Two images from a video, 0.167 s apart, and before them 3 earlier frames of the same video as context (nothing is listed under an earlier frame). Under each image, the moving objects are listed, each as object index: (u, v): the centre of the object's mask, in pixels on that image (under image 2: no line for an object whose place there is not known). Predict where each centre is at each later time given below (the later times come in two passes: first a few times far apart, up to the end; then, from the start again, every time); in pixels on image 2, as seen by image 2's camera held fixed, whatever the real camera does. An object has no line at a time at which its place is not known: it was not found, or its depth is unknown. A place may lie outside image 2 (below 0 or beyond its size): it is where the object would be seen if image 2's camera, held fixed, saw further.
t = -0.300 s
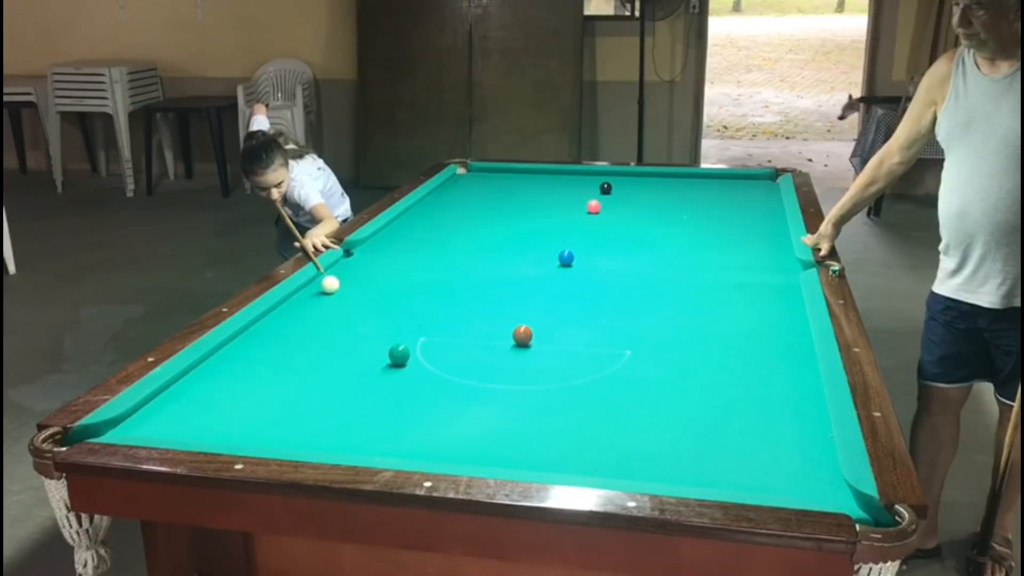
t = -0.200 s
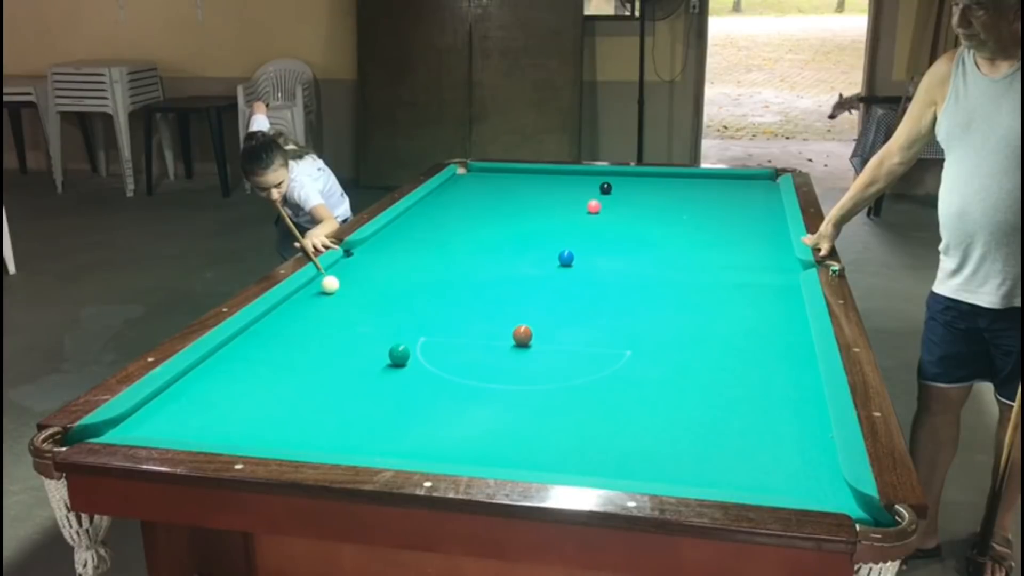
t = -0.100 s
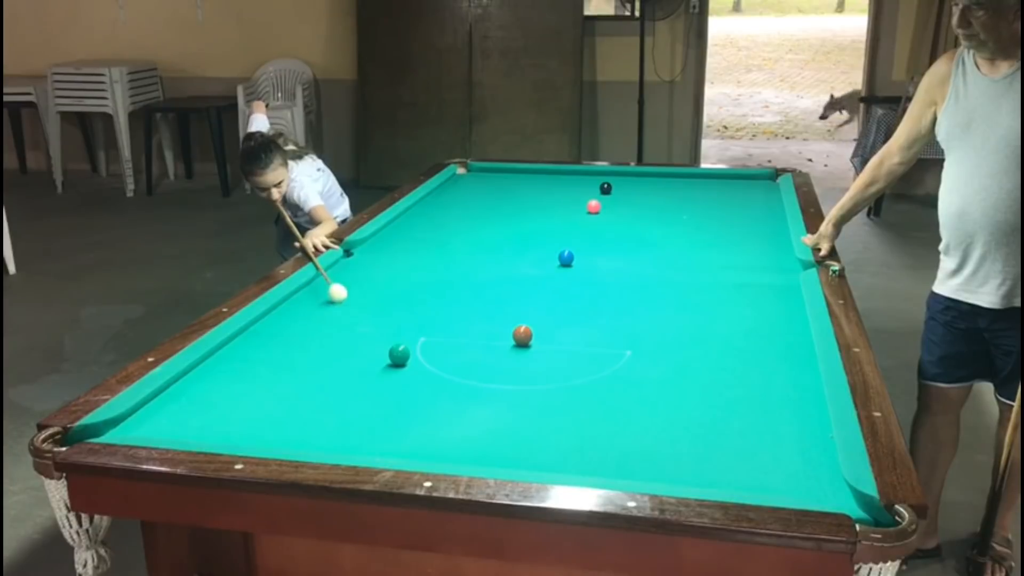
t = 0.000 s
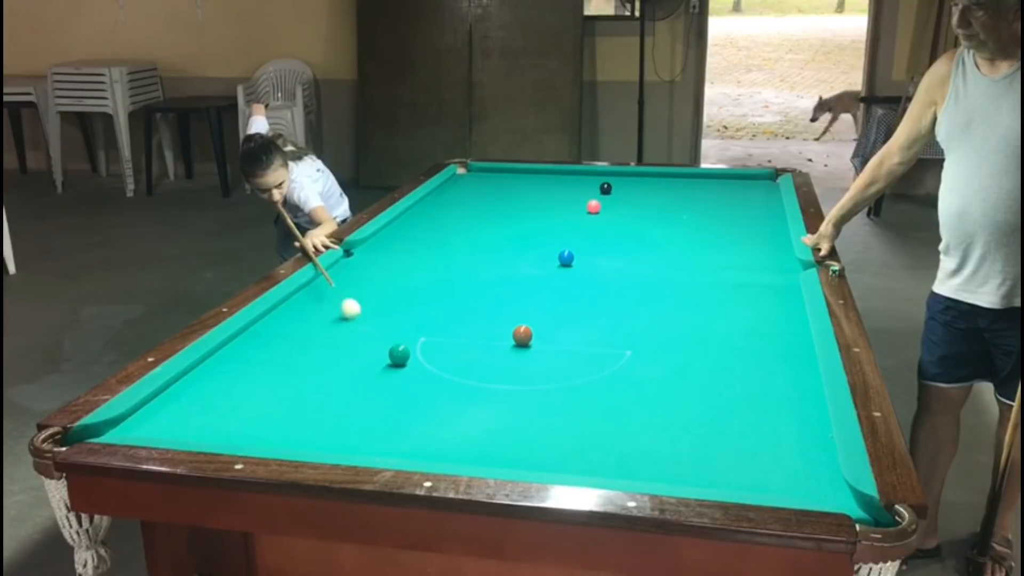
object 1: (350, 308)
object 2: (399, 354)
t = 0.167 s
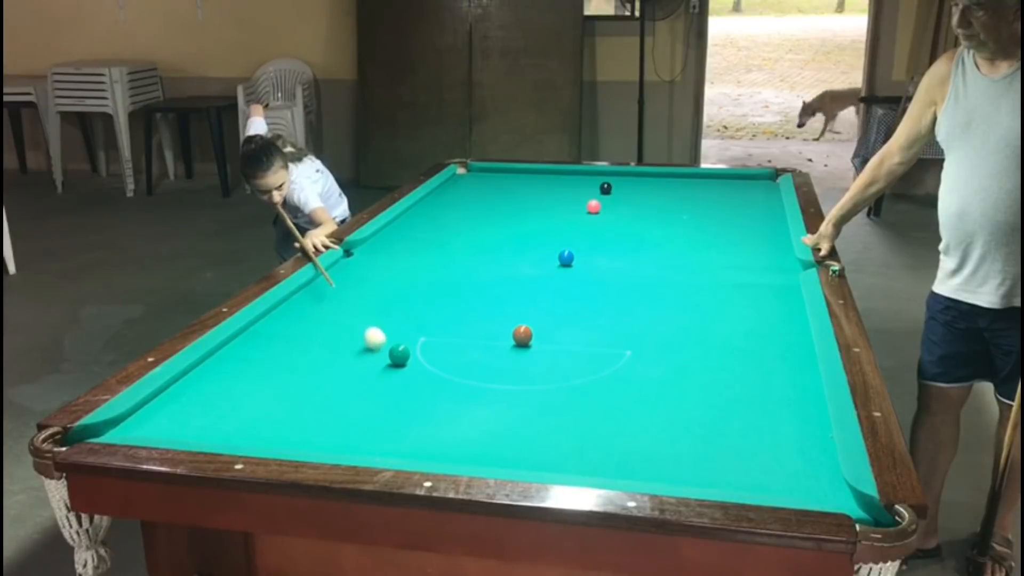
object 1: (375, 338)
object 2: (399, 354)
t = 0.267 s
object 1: (374, 353)
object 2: (413, 360)
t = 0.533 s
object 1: (335, 385)
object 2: (478, 380)
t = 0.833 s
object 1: (287, 425)
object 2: (553, 405)
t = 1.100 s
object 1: (268, 434)
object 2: (623, 427)
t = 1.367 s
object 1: (286, 409)
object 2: (696, 451)
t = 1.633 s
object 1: (299, 388)
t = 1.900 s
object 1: (310, 370)
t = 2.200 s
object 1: (320, 354)
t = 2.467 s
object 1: (327, 342)
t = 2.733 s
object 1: (333, 331)
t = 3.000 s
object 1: (337, 323)
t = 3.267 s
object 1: (341, 315)
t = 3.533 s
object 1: (344, 309)
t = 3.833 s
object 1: (346, 304)
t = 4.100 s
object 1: (348, 300)
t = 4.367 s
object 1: (350, 298)
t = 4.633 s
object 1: (351, 296)
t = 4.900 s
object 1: (352, 296)
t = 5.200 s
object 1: (351, 296)
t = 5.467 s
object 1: (351, 296)
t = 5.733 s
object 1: (351, 296)
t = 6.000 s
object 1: (351, 296)
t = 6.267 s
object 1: (351, 296)
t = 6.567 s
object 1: (351, 296)
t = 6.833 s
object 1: (351, 296)
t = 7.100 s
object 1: (351, 296)
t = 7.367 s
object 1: (351, 296)
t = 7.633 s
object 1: (351, 296)
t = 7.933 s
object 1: (351, 296)
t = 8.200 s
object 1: (351, 296)
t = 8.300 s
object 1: (351, 296)
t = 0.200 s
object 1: (380, 345)
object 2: (399, 355)
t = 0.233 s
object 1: (381, 350)
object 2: (402, 356)
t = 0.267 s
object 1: (374, 353)
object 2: (413, 360)
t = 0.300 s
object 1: (368, 357)
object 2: (422, 362)
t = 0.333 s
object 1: (363, 360)
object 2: (431, 365)
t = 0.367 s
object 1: (359, 364)
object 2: (439, 368)
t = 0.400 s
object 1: (354, 368)
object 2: (447, 370)
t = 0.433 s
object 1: (349, 372)
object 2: (454, 372)
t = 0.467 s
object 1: (345, 376)
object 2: (462, 375)
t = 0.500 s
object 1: (340, 380)
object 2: (470, 377)
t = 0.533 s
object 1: (335, 385)
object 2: (478, 380)
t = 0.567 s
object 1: (330, 389)
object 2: (486, 383)
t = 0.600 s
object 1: (325, 393)
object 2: (494, 385)
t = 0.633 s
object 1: (319, 397)
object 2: (502, 388)
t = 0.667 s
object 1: (314, 402)
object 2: (511, 391)
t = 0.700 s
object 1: (309, 406)
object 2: (519, 393)
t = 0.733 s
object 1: (304, 411)
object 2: (527, 396)
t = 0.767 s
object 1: (298, 415)
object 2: (536, 399)
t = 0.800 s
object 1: (293, 420)
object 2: (544, 402)
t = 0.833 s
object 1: (287, 425)
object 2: (553, 405)
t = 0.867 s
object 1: (281, 429)
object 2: (561, 407)
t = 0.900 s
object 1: (276, 433)
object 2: (570, 410)
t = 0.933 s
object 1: (270, 436)
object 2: (578, 413)
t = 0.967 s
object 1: (265, 439)
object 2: (587, 416)
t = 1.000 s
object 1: (262, 440)
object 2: (596, 419)
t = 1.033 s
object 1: (264, 437)
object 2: (605, 421)
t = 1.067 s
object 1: (266, 436)
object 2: (614, 425)
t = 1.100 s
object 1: (268, 434)
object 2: (623, 427)
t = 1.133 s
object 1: (271, 431)
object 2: (632, 430)
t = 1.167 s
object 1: (273, 427)
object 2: (640, 433)
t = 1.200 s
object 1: (275, 424)
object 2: (650, 436)
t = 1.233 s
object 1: (277, 421)
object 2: (659, 439)
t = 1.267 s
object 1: (280, 418)
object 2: (668, 442)
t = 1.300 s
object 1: (282, 415)
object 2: (677, 445)
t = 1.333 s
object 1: (284, 412)
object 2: (687, 448)
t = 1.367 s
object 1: (286, 409)
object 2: (696, 451)
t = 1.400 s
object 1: (288, 406)
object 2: (706, 454)
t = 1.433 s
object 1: (289, 403)
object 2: (715, 457)
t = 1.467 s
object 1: (292, 401)
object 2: (725, 460)
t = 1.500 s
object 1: (293, 398)
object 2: (735, 463)
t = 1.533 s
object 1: (295, 395)
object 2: (744, 466)
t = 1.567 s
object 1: (296, 393)
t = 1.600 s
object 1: (298, 391)
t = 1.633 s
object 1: (299, 388)
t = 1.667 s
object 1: (301, 386)
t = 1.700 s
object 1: (303, 383)
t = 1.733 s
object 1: (304, 381)
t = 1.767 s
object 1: (305, 379)
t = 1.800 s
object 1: (307, 377)
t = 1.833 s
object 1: (308, 375)
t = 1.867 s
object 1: (309, 373)
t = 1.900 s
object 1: (310, 370)
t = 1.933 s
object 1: (311, 369)
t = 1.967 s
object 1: (313, 367)
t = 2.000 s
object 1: (314, 365)
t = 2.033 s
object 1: (315, 363)
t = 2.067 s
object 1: (316, 361)
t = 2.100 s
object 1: (317, 359)
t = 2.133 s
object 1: (318, 357)
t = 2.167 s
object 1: (319, 356)
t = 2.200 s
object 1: (320, 354)
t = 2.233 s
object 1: (321, 352)
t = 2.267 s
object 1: (322, 351)
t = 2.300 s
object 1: (323, 349)
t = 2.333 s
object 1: (323, 348)
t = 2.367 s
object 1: (324, 346)
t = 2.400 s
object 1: (325, 345)
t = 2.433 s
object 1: (326, 343)
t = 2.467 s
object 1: (327, 342)
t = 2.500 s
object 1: (328, 340)
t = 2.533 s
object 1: (328, 339)
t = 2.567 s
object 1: (329, 337)
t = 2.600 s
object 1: (330, 336)
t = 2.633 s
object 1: (331, 335)
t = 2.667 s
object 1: (331, 334)
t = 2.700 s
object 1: (332, 332)
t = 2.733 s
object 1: (333, 331)
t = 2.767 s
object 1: (333, 330)
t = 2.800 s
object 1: (334, 329)
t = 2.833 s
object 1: (334, 328)
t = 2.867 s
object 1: (335, 327)
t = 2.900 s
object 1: (336, 325)
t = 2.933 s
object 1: (336, 324)
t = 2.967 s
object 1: (337, 324)
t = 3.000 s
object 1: (337, 323)
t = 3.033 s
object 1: (338, 321)
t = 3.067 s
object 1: (338, 320)
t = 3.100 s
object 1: (339, 319)
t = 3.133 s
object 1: (339, 319)
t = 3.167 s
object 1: (339, 318)
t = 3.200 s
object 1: (340, 317)
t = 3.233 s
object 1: (340, 316)
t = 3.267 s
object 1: (341, 315)
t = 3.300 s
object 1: (341, 314)
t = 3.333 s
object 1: (341, 313)
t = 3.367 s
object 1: (342, 313)
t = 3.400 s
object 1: (342, 312)
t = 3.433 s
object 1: (342, 311)
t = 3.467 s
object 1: (343, 310)
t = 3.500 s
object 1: (343, 310)
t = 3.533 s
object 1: (344, 309)
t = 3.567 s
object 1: (344, 308)
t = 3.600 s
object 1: (344, 308)
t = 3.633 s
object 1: (345, 307)
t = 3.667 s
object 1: (345, 307)
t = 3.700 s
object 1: (345, 306)
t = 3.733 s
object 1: (345, 306)
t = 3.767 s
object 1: (346, 305)
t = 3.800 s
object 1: (346, 305)
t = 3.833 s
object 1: (346, 304)
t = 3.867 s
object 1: (346, 303)
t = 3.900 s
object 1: (347, 303)
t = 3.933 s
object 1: (347, 302)
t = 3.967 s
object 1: (347, 302)
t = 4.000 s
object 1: (347, 301)
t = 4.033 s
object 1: (348, 301)
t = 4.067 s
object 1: (348, 300)
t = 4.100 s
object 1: (348, 300)
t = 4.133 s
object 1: (349, 300)
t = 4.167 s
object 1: (349, 299)
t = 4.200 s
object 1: (349, 299)
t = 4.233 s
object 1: (349, 299)
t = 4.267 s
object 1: (350, 298)
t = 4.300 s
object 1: (350, 298)
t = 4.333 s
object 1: (350, 298)
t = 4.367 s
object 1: (350, 298)
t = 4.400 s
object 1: (350, 297)
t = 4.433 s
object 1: (350, 297)
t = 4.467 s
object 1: (350, 297)
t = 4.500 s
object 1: (350, 297)
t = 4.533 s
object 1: (350, 297)
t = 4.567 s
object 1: (350, 296)
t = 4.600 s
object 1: (351, 296)
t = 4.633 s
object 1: (351, 296)
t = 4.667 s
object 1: (351, 296)
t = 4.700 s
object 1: (351, 296)
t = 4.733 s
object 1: (352, 296)
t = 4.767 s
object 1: (352, 296)
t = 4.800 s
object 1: (352, 296)
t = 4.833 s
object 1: (352, 296)
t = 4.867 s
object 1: (352, 296)
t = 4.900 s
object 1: (352, 296)
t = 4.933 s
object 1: (352, 296)
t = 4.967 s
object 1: (352, 296)
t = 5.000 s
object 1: (352, 296)
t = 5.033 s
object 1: (351, 296)
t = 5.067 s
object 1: (351, 296)
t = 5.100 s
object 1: (351, 296)
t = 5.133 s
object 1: (351, 296)
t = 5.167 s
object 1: (351, 296)
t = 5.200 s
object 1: (351, 296)
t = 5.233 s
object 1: (351, 296)
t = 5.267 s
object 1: (351, 296)
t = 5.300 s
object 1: (351, 296)
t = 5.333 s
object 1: (351, 296)
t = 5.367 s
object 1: (351, 296)
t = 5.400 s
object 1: (351, 296)
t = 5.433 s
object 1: (351, 296)
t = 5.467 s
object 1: (351, 296)
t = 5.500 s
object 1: (351, 296)
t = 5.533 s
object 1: (351, 296)
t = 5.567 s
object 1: (351, 296)
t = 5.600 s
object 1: (351, 296)
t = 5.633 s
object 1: (351, 296)
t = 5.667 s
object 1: (351, 296)
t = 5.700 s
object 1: (351, 296)
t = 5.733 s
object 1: (351, 296)
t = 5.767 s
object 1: (351, 296)
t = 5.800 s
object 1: (351, 296)
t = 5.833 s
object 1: (351, 296)
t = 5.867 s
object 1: (351, 296)
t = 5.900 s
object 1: (351, 296)
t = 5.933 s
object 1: (351, 296)
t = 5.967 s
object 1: (351, 296)
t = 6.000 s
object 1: (351, 296)
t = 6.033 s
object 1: (351, 296)
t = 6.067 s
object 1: (351, 296)
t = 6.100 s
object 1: (351, 296)
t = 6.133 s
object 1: (351, 296)
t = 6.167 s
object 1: (351, 296)
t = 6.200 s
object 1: (351, 296)
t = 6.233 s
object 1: (351, 296)
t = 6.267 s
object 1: (351, 296)
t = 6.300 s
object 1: (351, 296)
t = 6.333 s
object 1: (351, 296)
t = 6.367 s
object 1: (351, 296)
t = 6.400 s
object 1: (351, 296)
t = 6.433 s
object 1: (351, 296)
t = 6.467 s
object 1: (351, 296)
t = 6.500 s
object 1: (351, 296)
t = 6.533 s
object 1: (351, 296)
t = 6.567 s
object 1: (351, 296)
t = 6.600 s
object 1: (351, 296)
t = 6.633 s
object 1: (351, 296)
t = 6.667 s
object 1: (351, 296)
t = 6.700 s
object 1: (351, 296)
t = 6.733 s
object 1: (351, 296)
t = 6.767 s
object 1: (351, 296)
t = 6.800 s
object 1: (351, 296)
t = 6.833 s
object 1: (351, 296)
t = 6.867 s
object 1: (351, 296)
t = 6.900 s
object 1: (351, 296)
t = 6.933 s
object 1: (351, 296)
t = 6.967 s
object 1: (351, 296)
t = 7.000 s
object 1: (351, 296)
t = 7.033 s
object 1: (351, 296)
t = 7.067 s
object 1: (351, 296)
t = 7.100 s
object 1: (351, 296)
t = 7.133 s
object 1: (351, 296)
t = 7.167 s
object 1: (351, 296)
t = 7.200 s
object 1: (351, 296)
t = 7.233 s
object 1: (351, 296)
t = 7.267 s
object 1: (351, 296)
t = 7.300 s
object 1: (351, 296)
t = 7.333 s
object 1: (351, 296)
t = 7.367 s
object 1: (351, 296)
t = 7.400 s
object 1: (351, 296)
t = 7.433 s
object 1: (351, 296)
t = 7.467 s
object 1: (351, 296)
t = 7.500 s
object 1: (351, 296)
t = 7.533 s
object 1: (351, 296)
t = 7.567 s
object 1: (351, 296)
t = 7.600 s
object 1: (351, 296)
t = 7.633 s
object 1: (351, 296)
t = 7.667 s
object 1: (351, 296)
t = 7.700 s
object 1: (351, 296)
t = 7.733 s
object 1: (351, 296)
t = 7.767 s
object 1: (351, 296)
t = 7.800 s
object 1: (351, 296)
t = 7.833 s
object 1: (351, 296)
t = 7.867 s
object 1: (351, 296)
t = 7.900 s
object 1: (351, 296)
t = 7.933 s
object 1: (351, 296)
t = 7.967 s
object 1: (351, 296)
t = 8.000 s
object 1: (351, 296)
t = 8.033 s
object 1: (351, 296)
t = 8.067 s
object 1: (351, 296)
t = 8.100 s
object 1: (351, 296)
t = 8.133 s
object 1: (351, 296)
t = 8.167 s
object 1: (351, 296)
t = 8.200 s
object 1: (351, 296)
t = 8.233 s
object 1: (351, 296)
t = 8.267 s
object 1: (351, 296)
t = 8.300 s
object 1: (351, 296)
